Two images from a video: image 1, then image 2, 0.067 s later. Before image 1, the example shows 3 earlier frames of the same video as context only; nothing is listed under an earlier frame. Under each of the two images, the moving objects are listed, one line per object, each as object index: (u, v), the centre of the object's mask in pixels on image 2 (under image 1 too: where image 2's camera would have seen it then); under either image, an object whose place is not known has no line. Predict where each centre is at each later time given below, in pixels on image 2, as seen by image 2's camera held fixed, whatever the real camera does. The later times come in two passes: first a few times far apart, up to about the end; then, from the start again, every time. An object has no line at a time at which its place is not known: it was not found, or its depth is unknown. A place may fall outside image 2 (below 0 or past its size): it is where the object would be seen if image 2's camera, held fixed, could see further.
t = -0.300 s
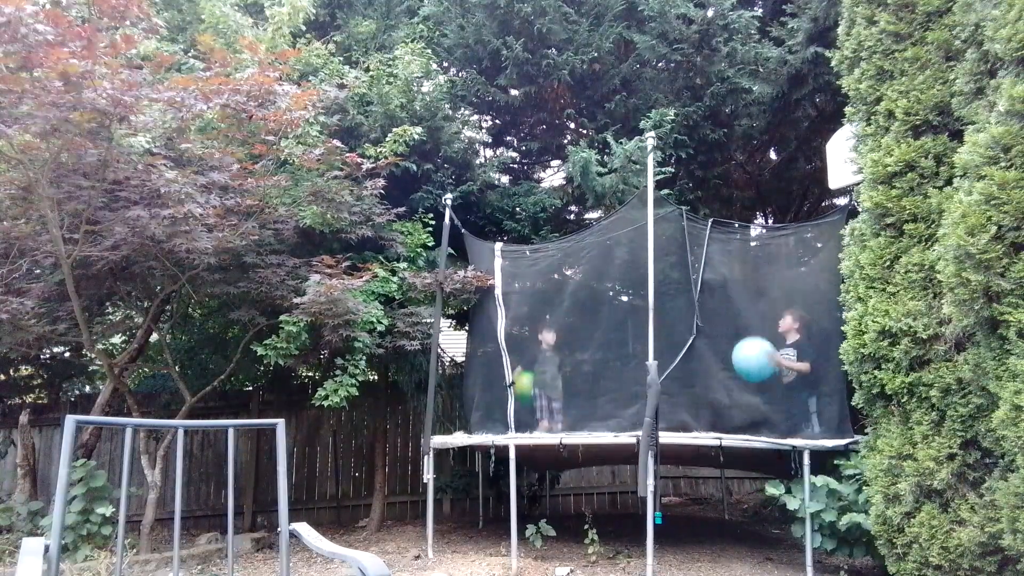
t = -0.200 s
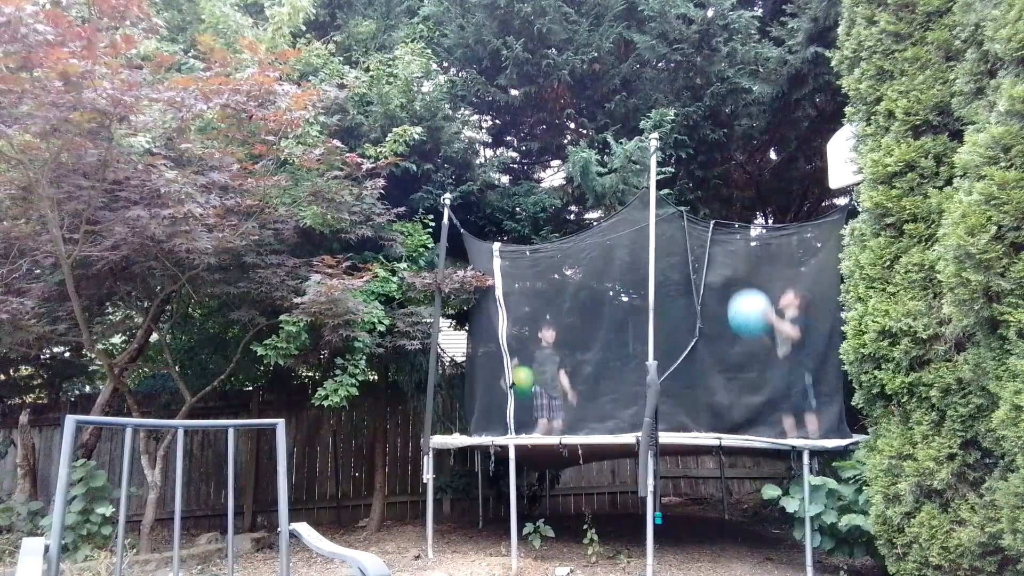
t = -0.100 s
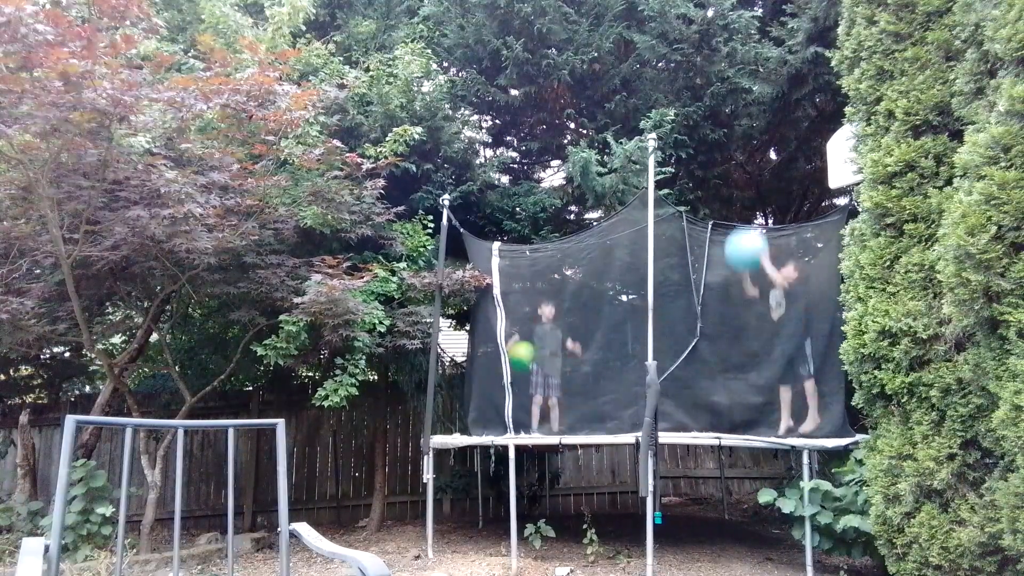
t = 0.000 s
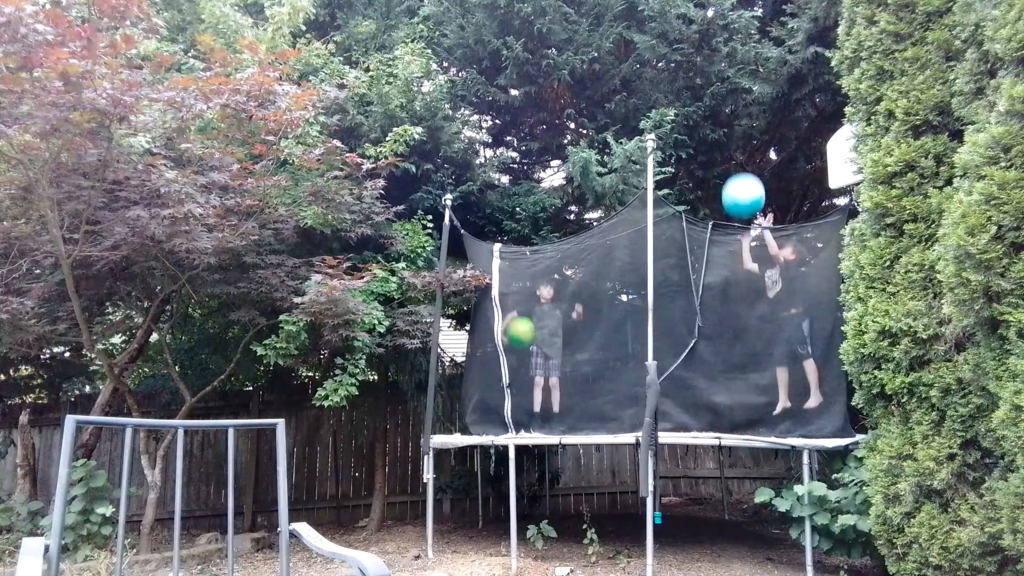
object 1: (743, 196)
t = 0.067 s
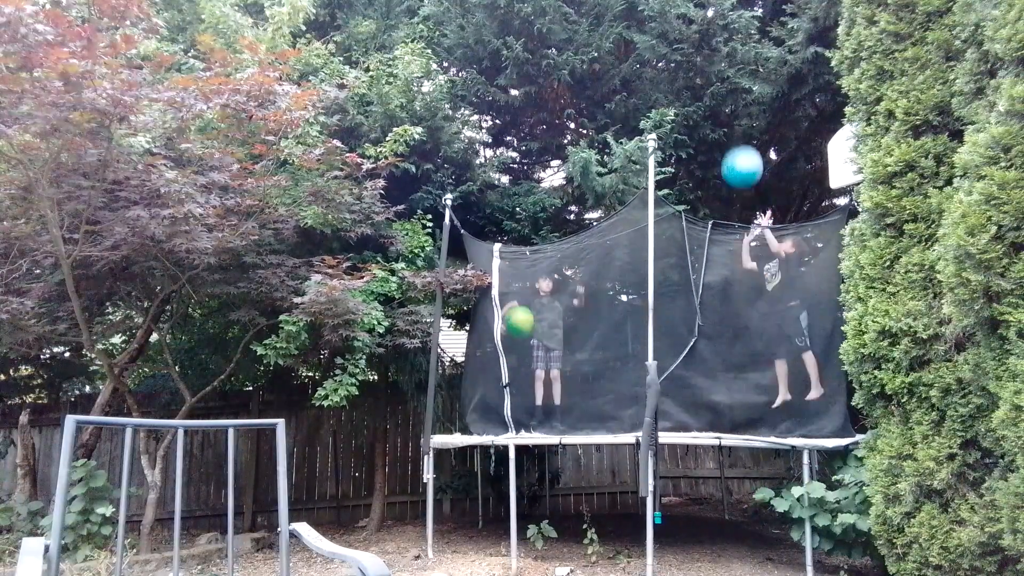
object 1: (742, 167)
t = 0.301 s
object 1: (741, 137)
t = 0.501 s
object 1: (741, 173)
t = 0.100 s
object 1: (742, 155)
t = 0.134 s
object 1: (742, 146)
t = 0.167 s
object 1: (741, 140)
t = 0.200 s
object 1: (741, 135)
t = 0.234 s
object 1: (741, 134)
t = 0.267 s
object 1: (741, 135)
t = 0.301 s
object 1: (741, 137)
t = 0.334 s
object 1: (741, 141)
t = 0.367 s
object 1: (741, 145)
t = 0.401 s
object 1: (741, 151)
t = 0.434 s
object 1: (741, 158)
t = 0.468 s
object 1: (741, 165)
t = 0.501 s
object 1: (741, 173)
